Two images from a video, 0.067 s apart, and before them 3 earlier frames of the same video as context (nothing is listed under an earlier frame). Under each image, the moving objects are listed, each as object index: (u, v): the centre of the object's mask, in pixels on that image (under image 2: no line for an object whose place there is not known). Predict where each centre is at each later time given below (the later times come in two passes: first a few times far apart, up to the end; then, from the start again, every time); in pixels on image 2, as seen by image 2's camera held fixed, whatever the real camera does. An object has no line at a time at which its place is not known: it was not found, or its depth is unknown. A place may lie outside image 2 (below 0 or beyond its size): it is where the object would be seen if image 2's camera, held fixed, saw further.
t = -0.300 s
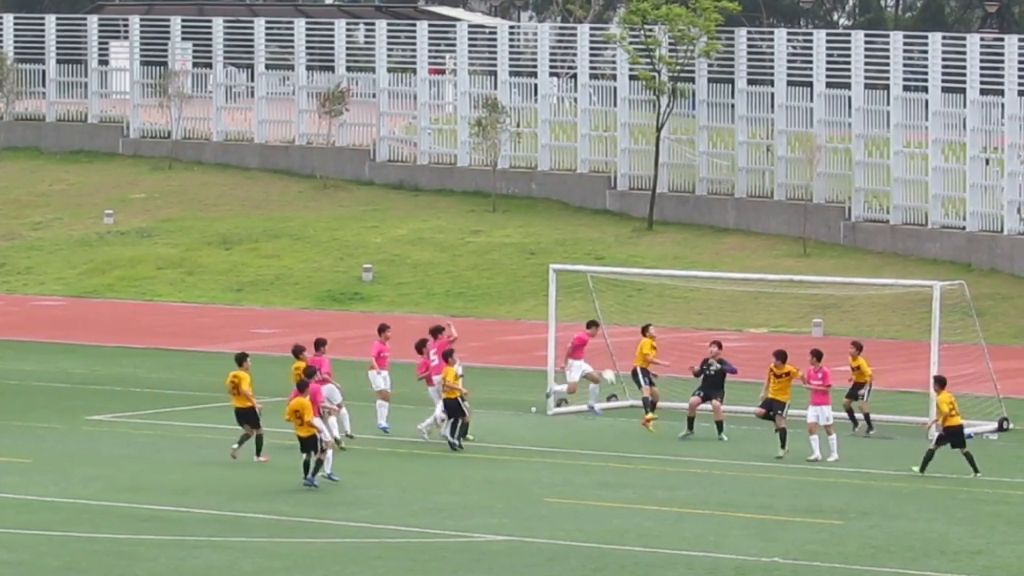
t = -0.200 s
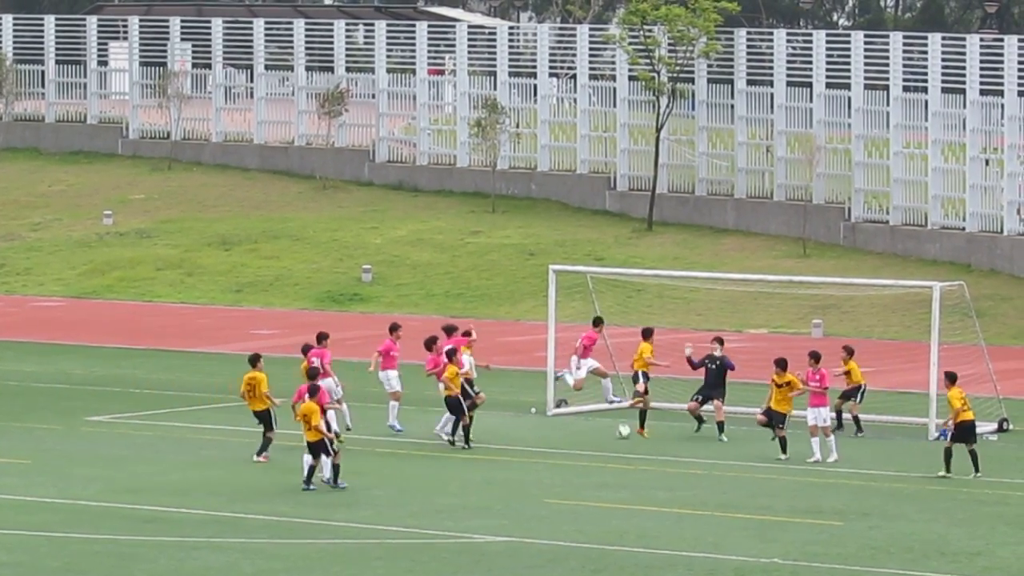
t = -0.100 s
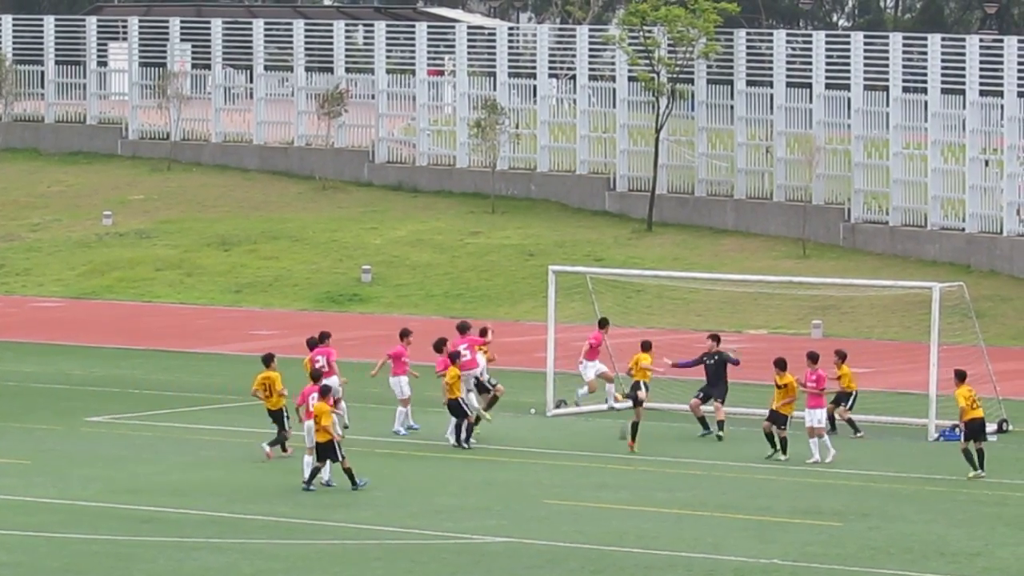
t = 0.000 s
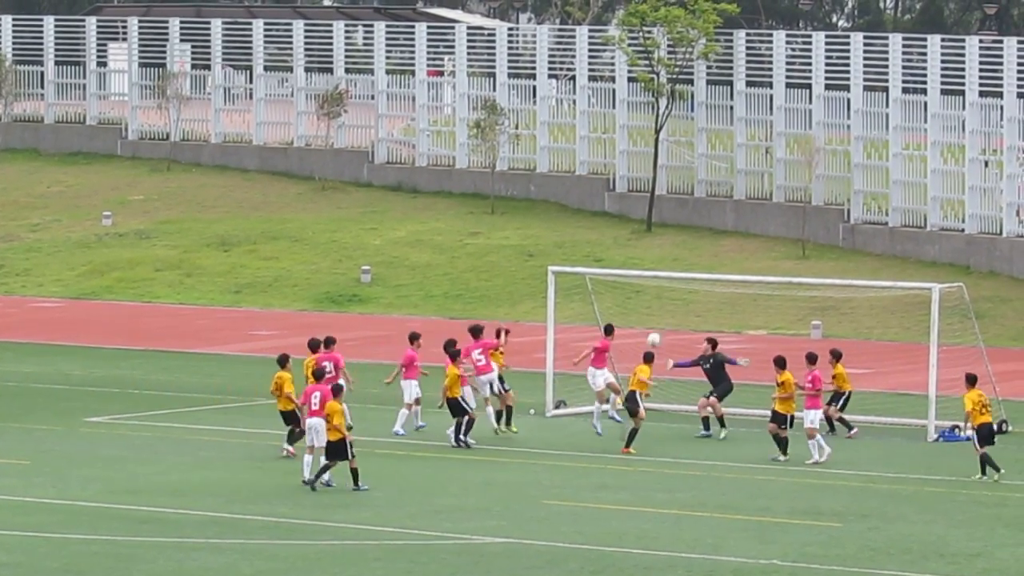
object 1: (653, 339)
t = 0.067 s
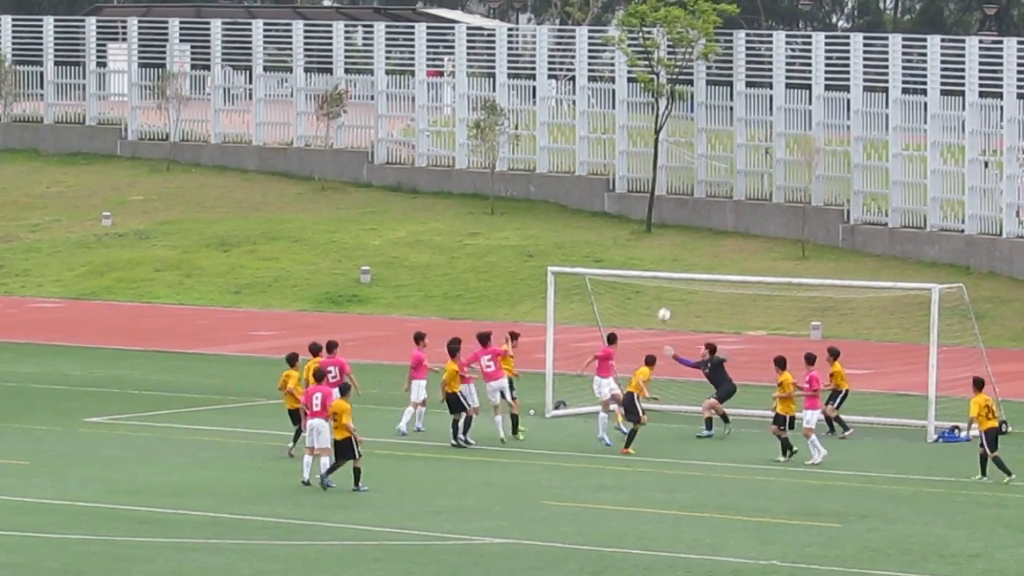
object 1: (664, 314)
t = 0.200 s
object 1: (683, 275)
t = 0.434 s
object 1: (716, 236)
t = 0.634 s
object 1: (742, 232)
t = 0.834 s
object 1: (767, 251)
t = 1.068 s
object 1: (794, 304)
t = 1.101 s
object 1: (798, 315)
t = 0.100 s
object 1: (668, 302)
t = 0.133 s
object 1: (673, 293)
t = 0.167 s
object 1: (678, 283)
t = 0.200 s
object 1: (683, 275)
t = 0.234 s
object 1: (687, 267)
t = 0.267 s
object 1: (693, 260)
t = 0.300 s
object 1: (697, 253)
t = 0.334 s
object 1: (702, 248)
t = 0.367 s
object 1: (706, 244)
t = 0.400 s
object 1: (711, 239)
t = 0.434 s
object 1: (716, 236)
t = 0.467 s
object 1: (720, 233)
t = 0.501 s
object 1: (724, 231)
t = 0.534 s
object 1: (729, 230)
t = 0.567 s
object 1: (734, 230)
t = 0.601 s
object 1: (738, 230)
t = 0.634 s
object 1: (742, 232)
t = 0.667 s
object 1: (747, 233)
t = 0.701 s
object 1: (751, 235)
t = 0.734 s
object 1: (755, 239)
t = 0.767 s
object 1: (759, 242)
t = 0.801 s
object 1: (763, 247)
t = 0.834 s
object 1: (767, 251)
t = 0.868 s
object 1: (771, 257)
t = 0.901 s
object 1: (775, 263)
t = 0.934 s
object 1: (779, 270)
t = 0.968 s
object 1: (783, 275)
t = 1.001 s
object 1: (787, 287)
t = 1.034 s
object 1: (790, 296)
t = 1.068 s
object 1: (794, 304)
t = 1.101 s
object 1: (798, 315)
